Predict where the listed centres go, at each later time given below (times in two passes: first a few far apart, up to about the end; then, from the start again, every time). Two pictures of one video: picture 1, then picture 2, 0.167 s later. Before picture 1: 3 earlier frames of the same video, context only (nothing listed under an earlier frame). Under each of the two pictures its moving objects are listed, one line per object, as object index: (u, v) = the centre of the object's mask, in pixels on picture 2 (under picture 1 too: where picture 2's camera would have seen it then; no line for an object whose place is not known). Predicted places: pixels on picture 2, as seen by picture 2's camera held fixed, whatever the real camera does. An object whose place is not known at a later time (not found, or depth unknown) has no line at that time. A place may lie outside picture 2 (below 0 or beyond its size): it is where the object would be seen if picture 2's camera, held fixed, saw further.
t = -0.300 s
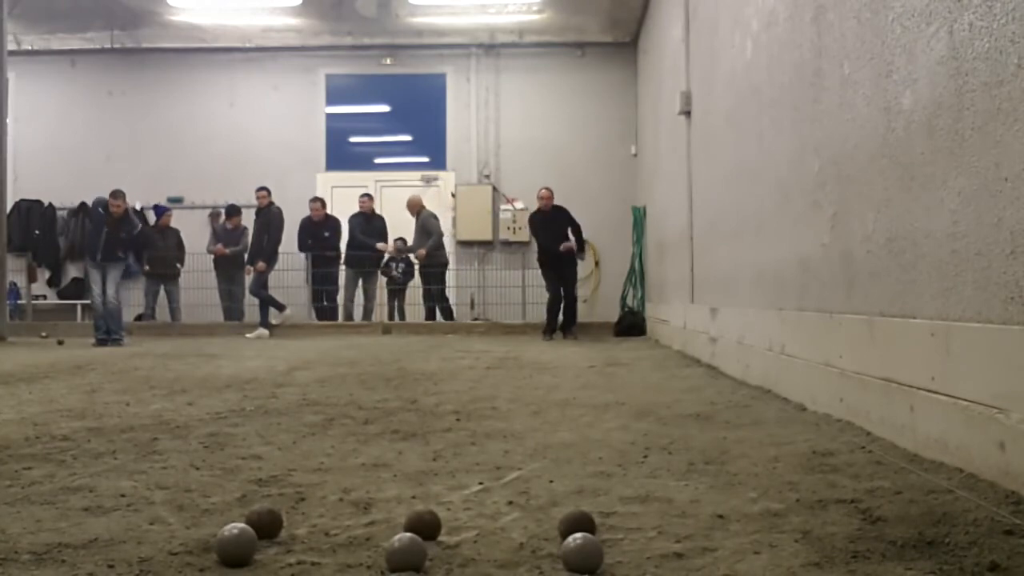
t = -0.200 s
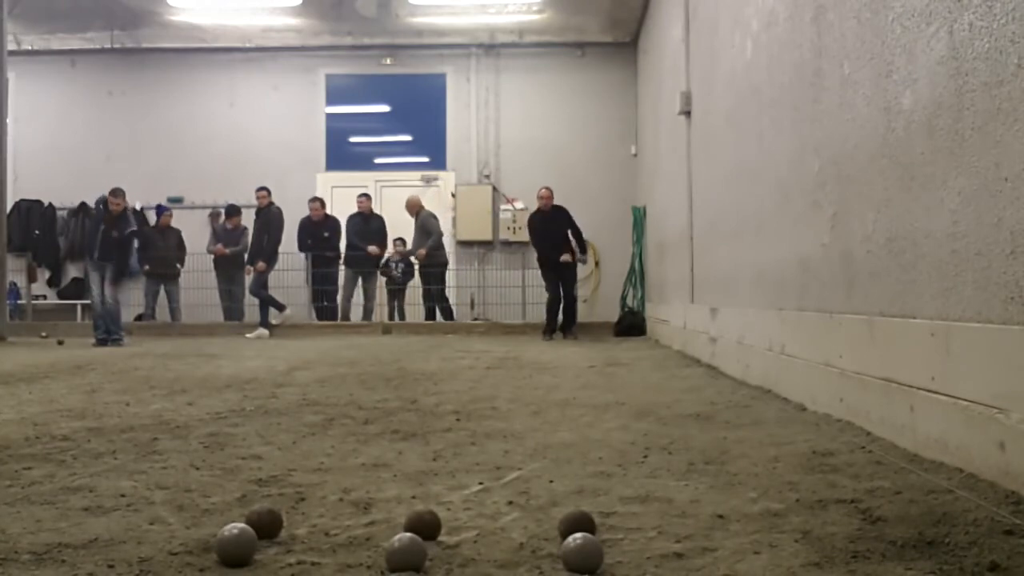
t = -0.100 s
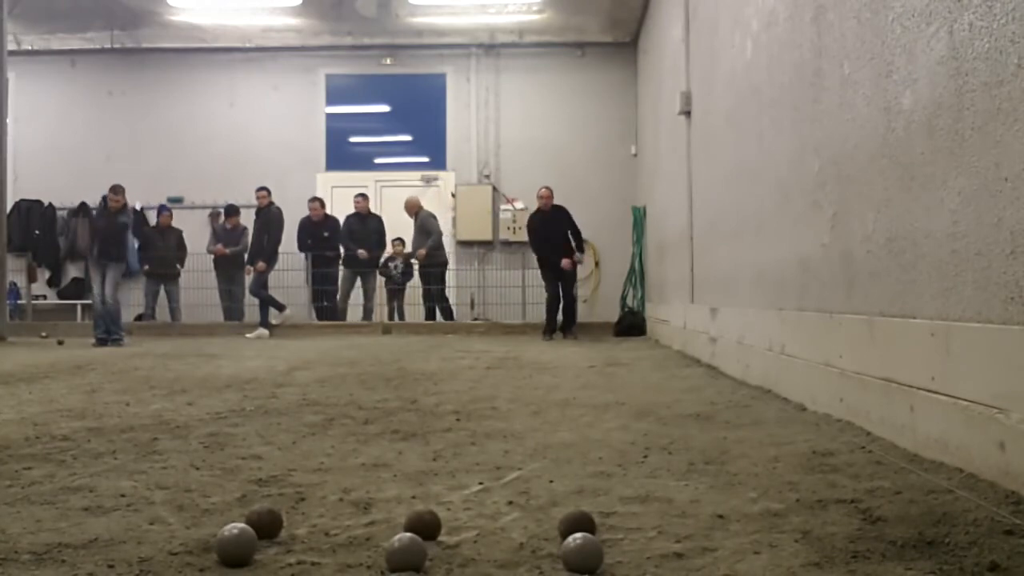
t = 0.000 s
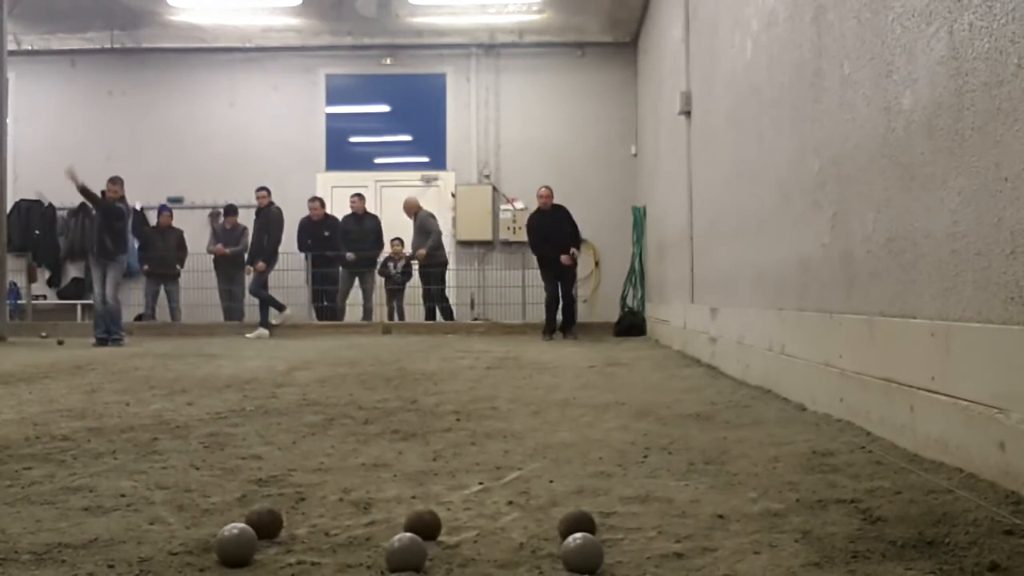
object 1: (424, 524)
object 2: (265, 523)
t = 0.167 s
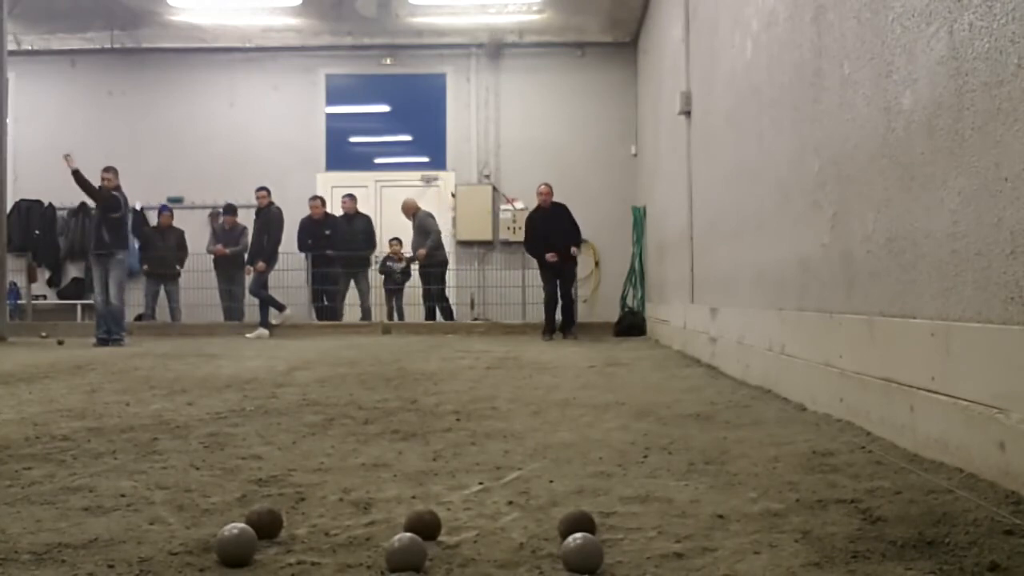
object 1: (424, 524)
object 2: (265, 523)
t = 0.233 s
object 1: (424, 524)
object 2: (265, 521)
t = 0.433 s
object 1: (369, 515)
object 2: (265, 521)
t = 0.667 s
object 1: (286, 524)
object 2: (195, 518)
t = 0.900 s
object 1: (275, 523)
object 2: (147, 512)
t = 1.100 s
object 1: (262, 521)
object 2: (124, 510)
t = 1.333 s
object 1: (260, 520)
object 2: (107, 507)
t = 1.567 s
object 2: (101, 506)
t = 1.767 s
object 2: (101, 505)
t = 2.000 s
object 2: (101, 505)
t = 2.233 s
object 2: (101, 505)
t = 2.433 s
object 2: (101, 506)
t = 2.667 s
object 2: (101, 506)
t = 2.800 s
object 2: (101, 506)
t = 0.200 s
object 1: (424, 524)
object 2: (265, 521)
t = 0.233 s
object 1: (424, 524)
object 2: (265, 521)
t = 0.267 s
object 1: (424, 524)
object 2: (265, 521)
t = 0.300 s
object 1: (424, 524)
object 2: (265, 521)
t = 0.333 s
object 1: (424, 524)
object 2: (265, 521)
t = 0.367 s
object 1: (423, 524)
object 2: (265, 521)
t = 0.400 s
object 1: (399, 520)
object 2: (265, 521)
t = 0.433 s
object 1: (369, 515)
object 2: (265, 521)
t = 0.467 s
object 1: (343, 516)
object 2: (265, 521)
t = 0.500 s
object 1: (310, 526)
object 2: (265, 521)
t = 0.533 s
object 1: (300, 522)
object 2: (249, 518)
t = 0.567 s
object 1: (298, 522)
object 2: (231, 515)
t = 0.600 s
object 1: (295, 524)
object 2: (216, 517)
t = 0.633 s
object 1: (290, 525)
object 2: (205, 519)
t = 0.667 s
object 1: (286, 524)
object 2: (195, 518)
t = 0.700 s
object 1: (282, 524)
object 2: (186, 517)
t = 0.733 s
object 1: (279, 524)
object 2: (178, 516)
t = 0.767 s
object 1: (278, 523)
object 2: (170, 516)
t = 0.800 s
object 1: (277, 523)
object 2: (163, 514)
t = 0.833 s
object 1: (276, 524)
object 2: (157, 514)
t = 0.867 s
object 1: (276, 523)
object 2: (152, 512)
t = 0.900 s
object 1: (275, 523)
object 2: (147, 512)
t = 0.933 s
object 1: (273, 522)
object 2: (142, 512)
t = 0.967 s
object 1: (270, 521)
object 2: (138, 512)
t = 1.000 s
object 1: (268, 521)
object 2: (134, 510)
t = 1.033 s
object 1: (265, 521)
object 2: (130, 510)
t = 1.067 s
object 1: (263, 521)
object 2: (127, 510)
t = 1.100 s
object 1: (262, 521)
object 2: (124, 510)
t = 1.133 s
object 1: (260, 520)
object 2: (121, 509)
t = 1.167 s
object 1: (260, 520)
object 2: (118, 508)
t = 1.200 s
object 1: (259, 520)
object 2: (116, 508)
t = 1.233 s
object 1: (259, 520)
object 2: (114, 508)
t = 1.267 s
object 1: (259, 520)
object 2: (111, 508)
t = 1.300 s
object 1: (259, 520)
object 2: (109, 508)
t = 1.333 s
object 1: (260, 520)
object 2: (107, 507)
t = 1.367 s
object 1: (260, 520)
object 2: (105, 507)
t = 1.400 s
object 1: (261, 520)
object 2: (104, 506)
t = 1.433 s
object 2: (103, 506)
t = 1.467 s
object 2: (102, 506)
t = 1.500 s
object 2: (102, 505)
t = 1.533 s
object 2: (101, 505)
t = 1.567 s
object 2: (101, 506)
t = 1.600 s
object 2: (101, 506)
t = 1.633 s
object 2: (101, 505)
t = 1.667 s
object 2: (101, 506)
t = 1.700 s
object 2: (101, 506)
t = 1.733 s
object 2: (101, 505)
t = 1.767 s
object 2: (101, 505)
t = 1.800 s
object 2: (101, 505)
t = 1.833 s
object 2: (101, 505)
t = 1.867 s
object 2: (101, 505)
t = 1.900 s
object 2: (101, 505)
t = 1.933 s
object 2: (101, 505)
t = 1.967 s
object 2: (101, 505)
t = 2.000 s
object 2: (101, 505)
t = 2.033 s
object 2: (101, 505)
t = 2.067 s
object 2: (101, 505)
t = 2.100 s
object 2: (101, 505)
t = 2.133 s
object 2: (101, 505)
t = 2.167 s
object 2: (101, 505)
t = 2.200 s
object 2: (101, 505)
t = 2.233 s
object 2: (101, 505)
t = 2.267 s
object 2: (101, 505)
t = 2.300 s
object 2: (101, 505)
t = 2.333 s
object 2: (101, 505)
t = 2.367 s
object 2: (101, 505)
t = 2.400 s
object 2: (101, 505)
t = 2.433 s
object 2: (101, 506)
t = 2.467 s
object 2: (101, 506)
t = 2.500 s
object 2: (101, 506)
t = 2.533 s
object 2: (101, 506)
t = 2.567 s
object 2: (101, 506)
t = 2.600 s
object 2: (101, 506)
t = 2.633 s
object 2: (101, 506)
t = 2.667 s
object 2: (101, 506)
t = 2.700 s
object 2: (101, 506)
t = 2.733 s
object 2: (101, 506)
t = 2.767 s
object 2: (101, 506)
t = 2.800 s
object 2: (101, 506)
